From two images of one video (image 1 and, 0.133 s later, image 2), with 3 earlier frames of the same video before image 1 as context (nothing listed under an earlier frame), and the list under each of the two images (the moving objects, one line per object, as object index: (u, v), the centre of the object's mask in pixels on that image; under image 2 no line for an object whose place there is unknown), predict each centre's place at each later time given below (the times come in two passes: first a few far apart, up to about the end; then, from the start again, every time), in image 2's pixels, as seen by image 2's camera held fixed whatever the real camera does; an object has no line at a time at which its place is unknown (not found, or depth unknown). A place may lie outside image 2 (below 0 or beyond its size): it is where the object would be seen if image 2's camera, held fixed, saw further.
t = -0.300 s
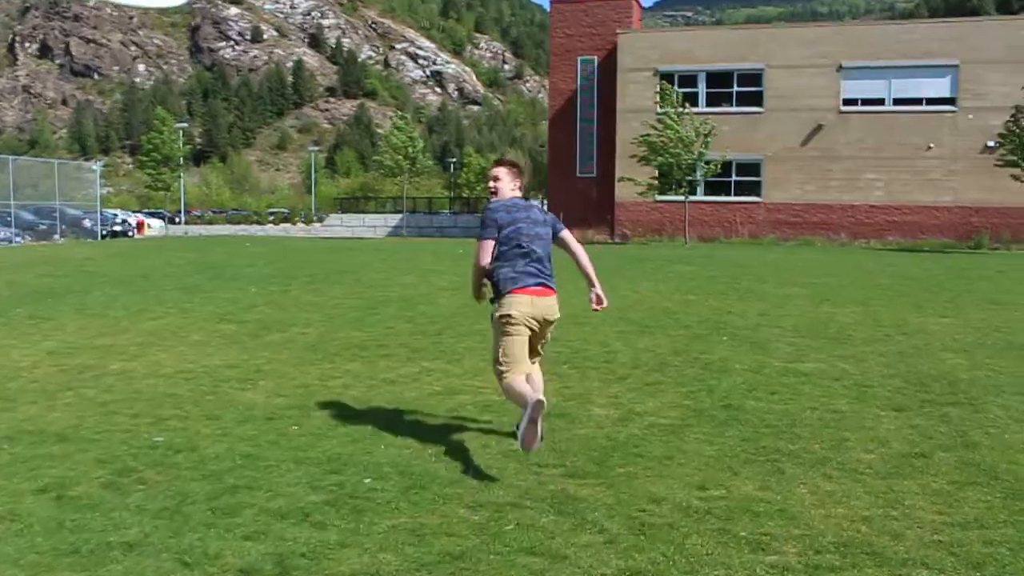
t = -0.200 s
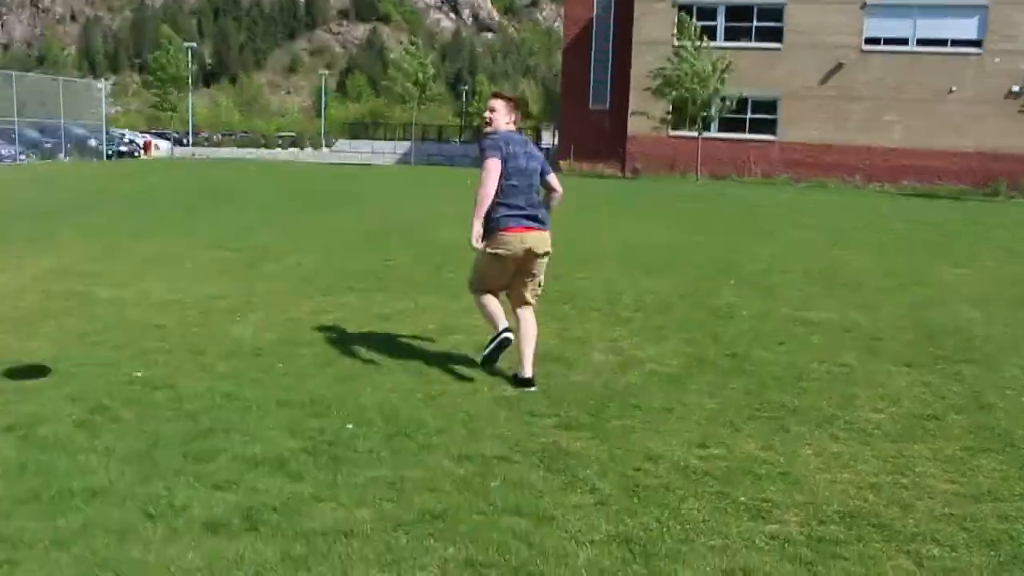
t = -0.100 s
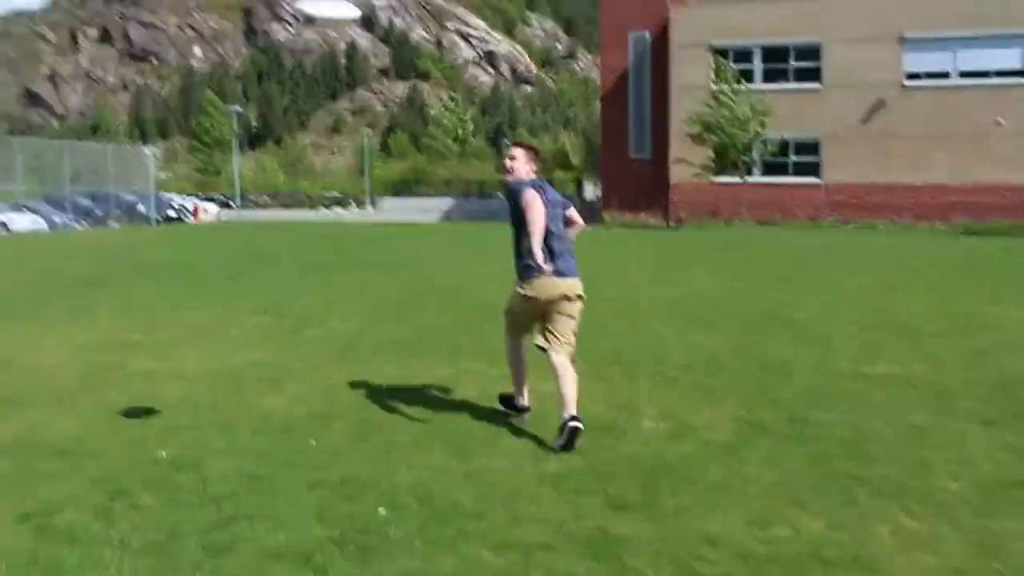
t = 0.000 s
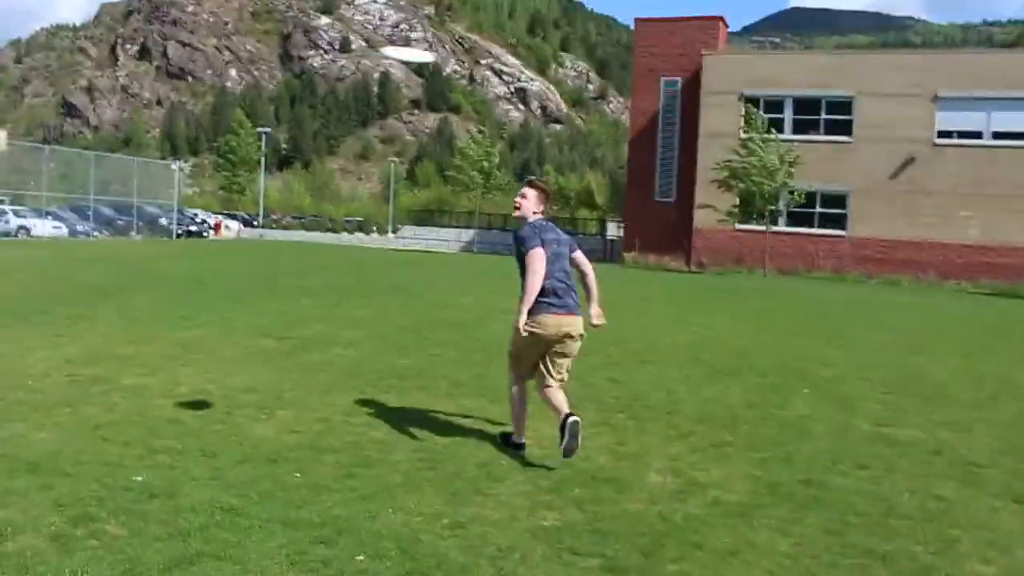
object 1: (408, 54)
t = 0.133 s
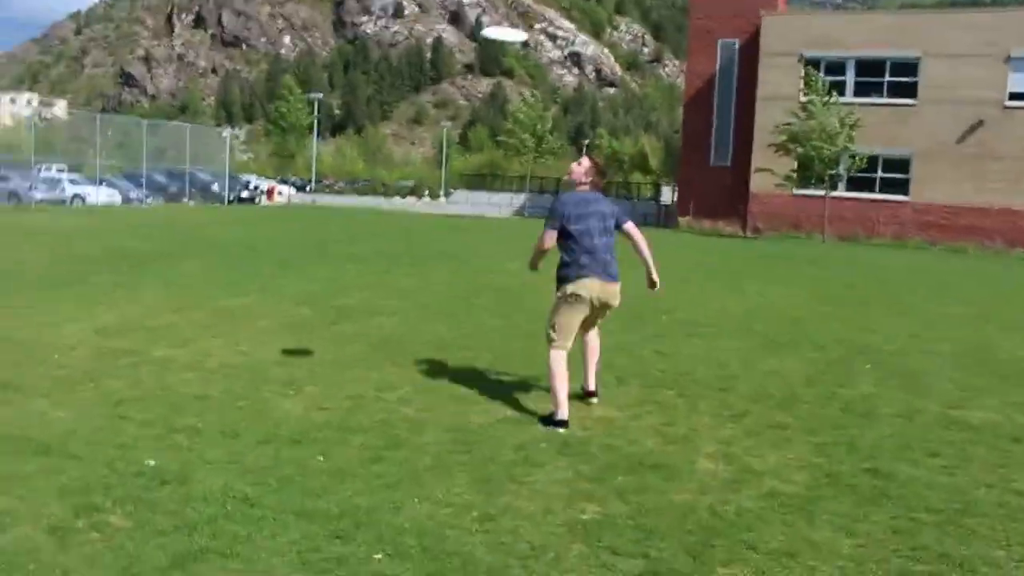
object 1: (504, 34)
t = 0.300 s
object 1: (546, 42)
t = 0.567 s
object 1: (592, 80)
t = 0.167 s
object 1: (517, 36)
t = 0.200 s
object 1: (524, 36)
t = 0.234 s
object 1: (531, 38)
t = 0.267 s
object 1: (539, 41)
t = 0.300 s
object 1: (546, 42)
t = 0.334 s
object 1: (555, 46)
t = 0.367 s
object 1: (560, 49)
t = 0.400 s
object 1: (565, 53)
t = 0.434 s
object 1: (570, 58)
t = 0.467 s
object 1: (577, 63)
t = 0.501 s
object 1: (584, 68)
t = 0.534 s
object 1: (589, 74)
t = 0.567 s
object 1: (592, 80)
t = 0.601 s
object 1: (602, 90)
